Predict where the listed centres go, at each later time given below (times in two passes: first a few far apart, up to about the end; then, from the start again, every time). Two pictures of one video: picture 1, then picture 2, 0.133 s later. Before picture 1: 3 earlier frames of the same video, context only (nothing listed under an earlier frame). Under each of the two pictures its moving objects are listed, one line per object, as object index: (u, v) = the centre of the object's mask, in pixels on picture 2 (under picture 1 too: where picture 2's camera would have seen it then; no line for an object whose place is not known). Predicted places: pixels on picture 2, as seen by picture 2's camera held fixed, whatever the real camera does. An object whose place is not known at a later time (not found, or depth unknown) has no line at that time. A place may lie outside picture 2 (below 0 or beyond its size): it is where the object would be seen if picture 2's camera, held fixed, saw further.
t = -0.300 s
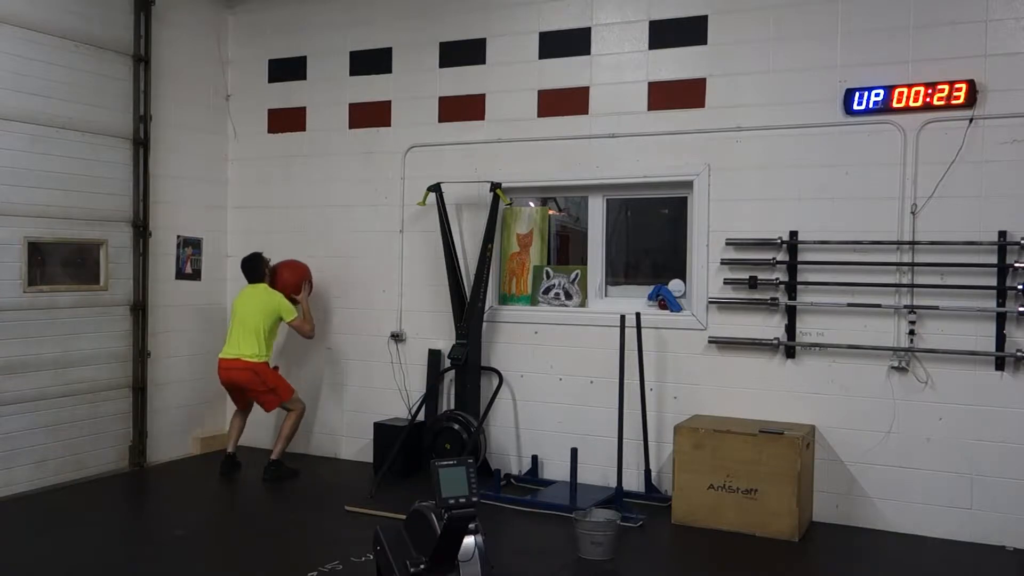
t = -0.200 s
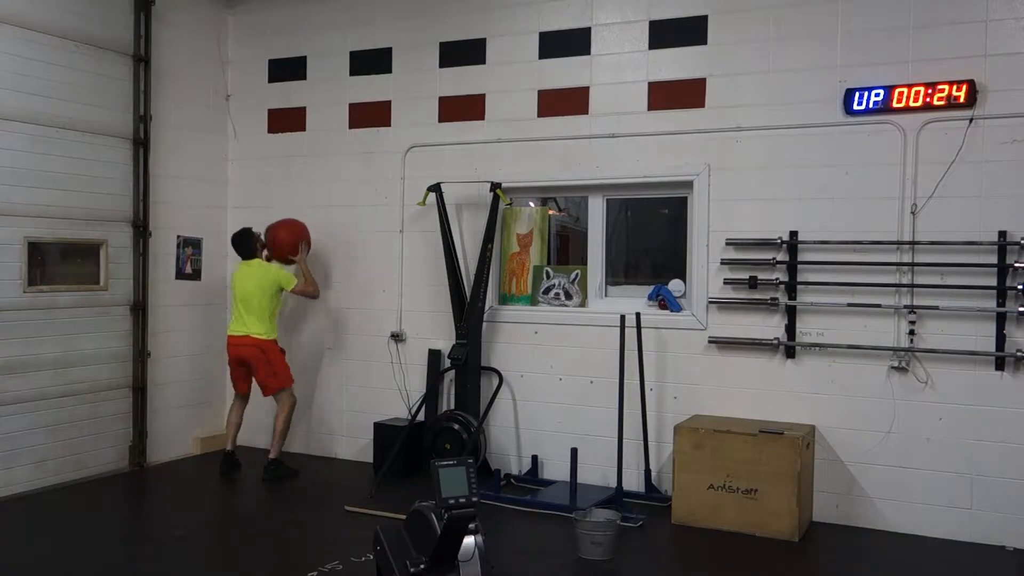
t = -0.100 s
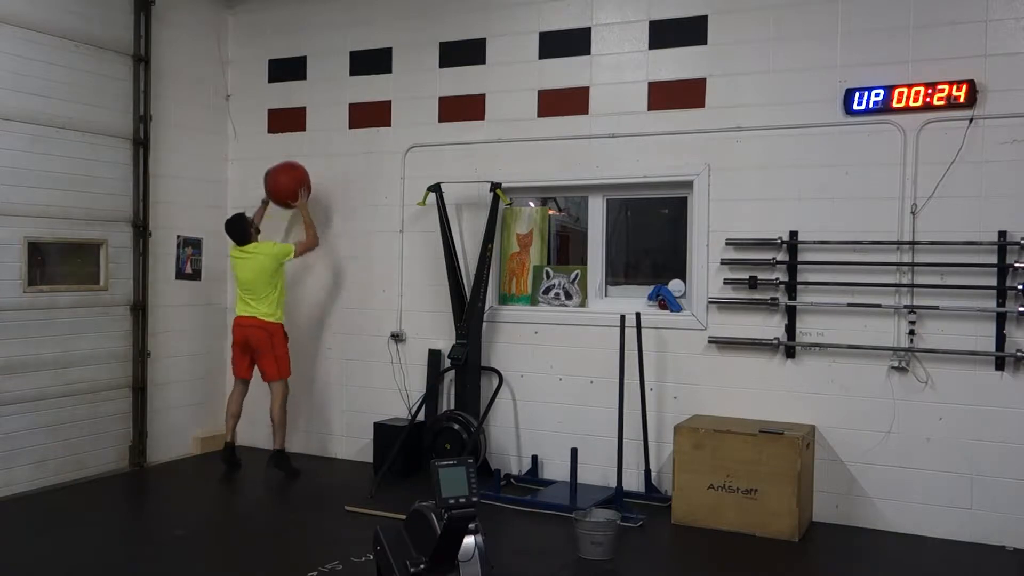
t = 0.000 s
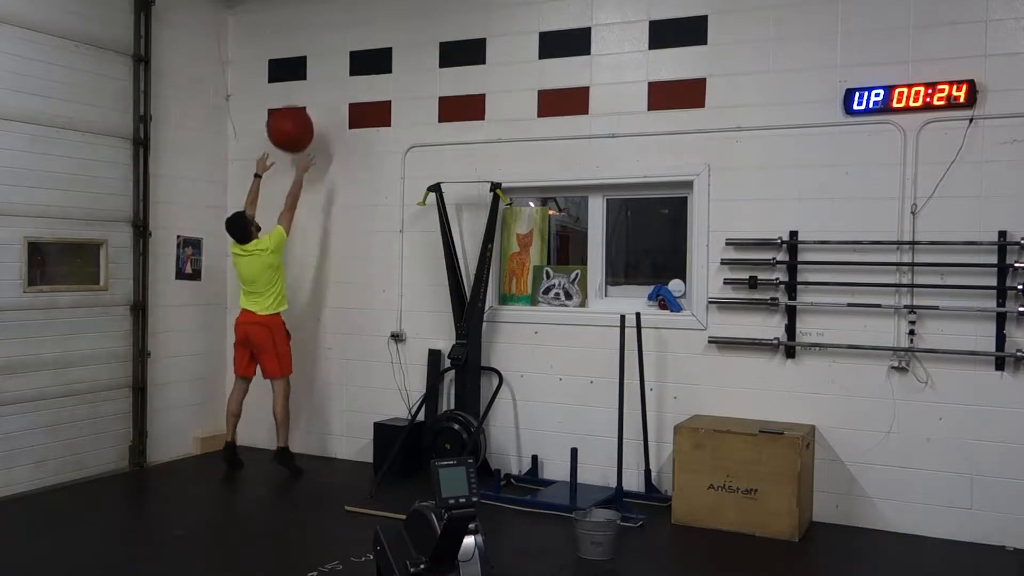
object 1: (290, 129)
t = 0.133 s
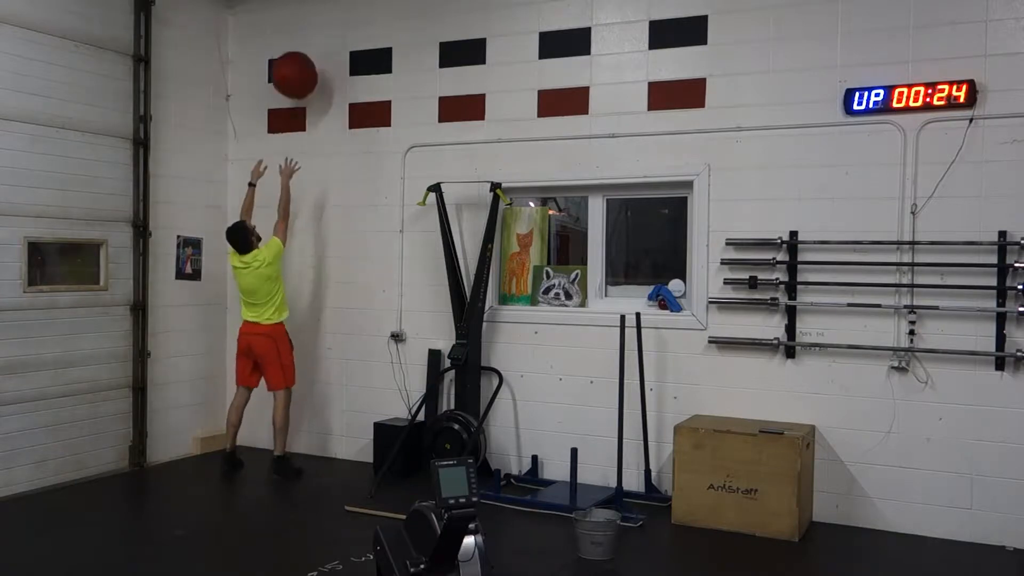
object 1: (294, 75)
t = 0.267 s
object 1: (298, 43)
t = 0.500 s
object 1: (304, 41)
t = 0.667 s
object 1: (305, 79)
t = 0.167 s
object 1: (295, 65)
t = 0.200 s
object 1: (296, 56)
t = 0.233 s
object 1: (297, 48)
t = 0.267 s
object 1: (298, 43)
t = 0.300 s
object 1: (299, 39)
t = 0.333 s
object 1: (299, 35)
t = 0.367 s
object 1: (300, 34)
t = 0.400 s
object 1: (301, 34)
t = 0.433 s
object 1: (302, 34)
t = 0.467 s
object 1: (303, 37)
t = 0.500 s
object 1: (304, 41)
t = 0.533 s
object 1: (305, 47)
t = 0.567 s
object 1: (306, 54)
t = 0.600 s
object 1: (306, 61)
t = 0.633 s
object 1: (305, 69)
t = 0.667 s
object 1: (305, 79)
